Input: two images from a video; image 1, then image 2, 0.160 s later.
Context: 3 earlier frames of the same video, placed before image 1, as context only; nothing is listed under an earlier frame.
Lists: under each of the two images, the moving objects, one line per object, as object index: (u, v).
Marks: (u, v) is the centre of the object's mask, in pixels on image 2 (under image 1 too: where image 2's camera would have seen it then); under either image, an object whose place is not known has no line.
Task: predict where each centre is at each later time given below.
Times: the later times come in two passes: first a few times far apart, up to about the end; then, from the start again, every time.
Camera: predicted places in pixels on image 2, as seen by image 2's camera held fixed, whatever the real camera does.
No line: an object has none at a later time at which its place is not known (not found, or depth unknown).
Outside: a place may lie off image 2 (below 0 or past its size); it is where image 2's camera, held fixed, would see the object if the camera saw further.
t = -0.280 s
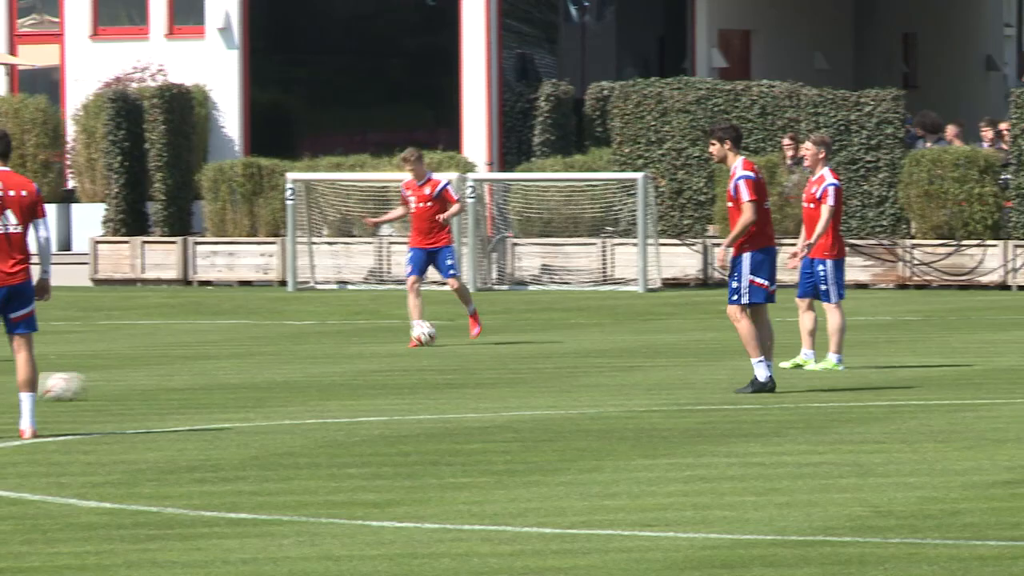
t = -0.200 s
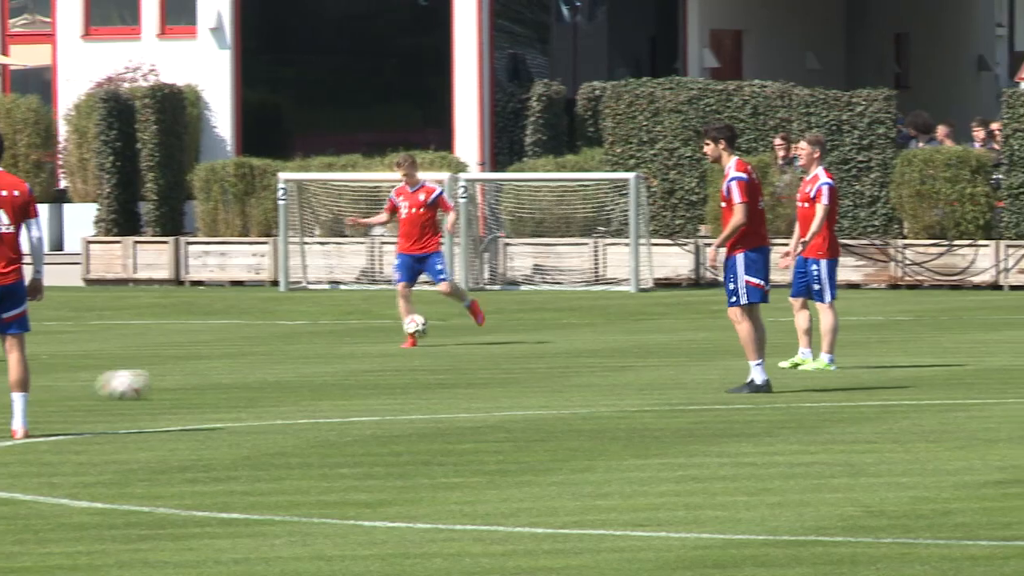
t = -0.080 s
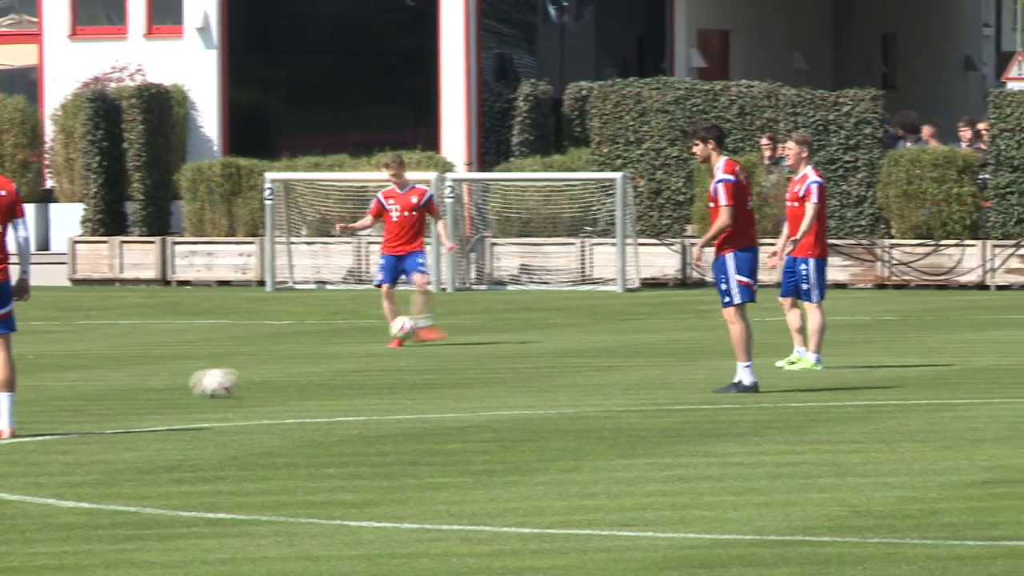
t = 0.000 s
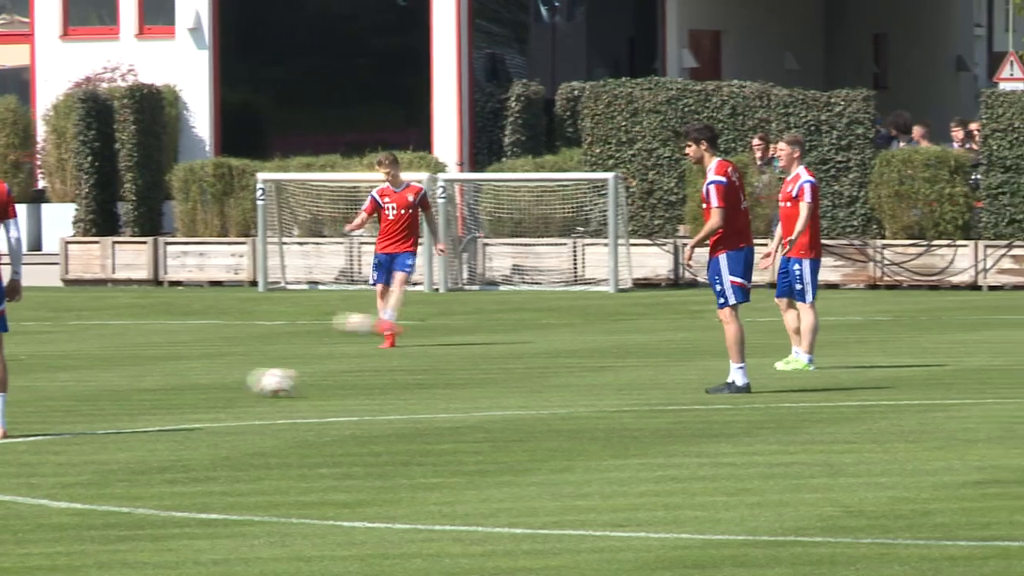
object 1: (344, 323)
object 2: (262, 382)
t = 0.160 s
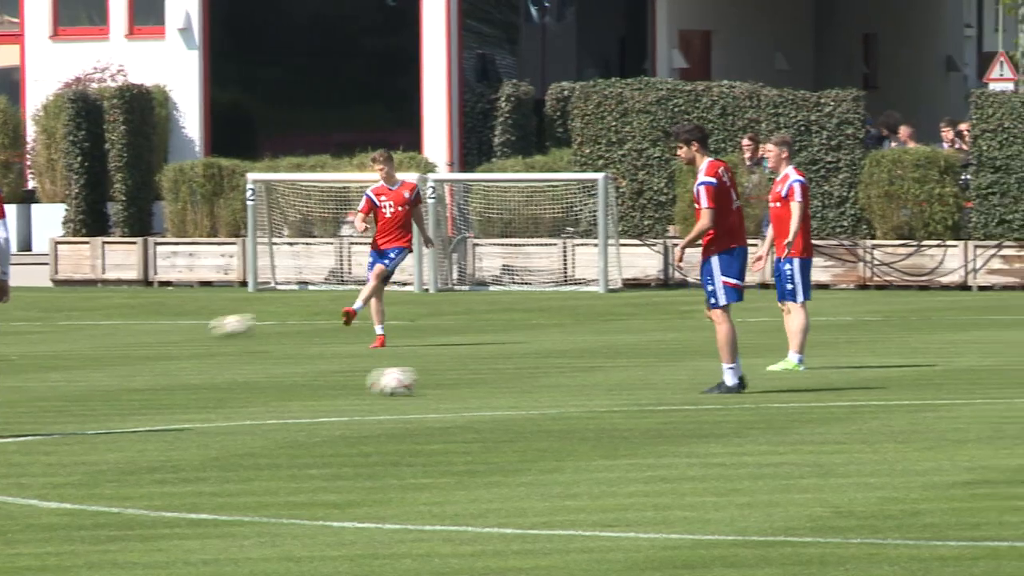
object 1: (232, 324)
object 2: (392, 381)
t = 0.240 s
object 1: (176, 338)
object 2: (456, 380)
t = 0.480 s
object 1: (35, 337)
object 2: (639, 378)
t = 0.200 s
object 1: (204, 330)
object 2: (423, 380)
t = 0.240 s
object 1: (176, 338)
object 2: (456, 380)
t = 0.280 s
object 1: (148, 342)
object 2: (487, 380)
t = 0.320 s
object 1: (125, 340)
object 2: (517, 379)
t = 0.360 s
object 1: (101, 336)
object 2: (549, 379)
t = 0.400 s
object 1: (78, 335)
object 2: (579, 379)
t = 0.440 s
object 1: (54, 336)
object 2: (609, 378)
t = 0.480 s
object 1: (35, 337)
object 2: (639, 378)
